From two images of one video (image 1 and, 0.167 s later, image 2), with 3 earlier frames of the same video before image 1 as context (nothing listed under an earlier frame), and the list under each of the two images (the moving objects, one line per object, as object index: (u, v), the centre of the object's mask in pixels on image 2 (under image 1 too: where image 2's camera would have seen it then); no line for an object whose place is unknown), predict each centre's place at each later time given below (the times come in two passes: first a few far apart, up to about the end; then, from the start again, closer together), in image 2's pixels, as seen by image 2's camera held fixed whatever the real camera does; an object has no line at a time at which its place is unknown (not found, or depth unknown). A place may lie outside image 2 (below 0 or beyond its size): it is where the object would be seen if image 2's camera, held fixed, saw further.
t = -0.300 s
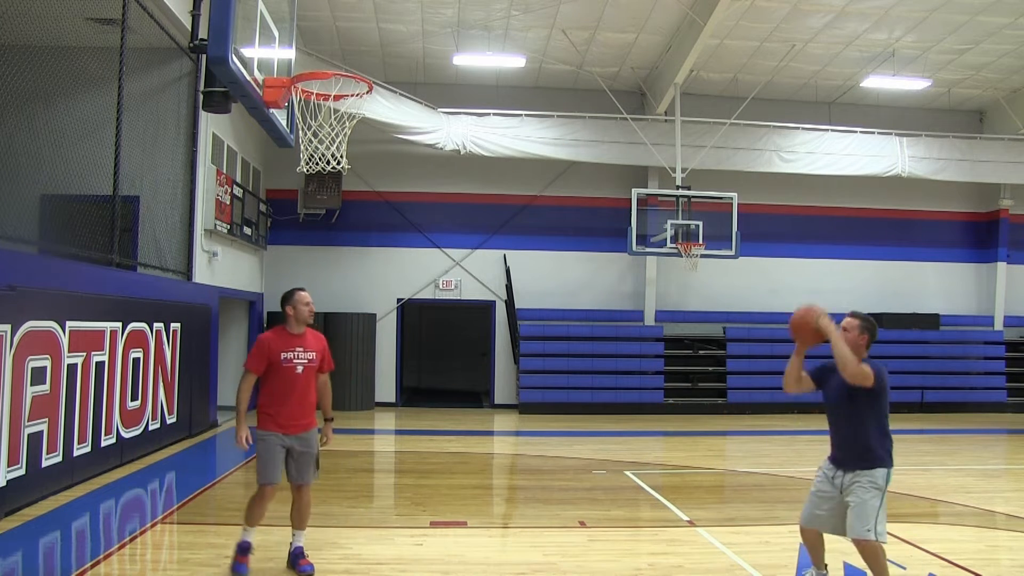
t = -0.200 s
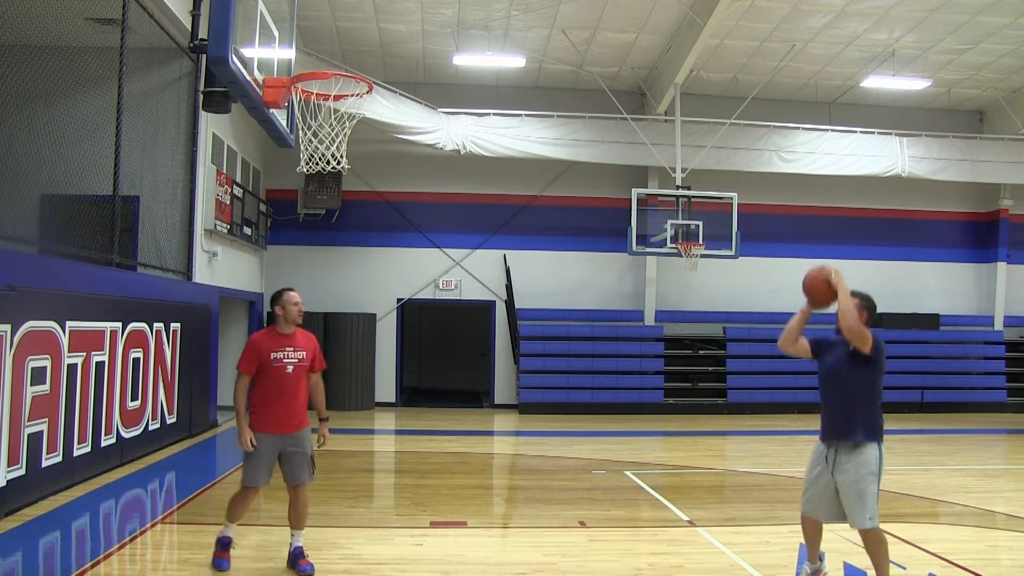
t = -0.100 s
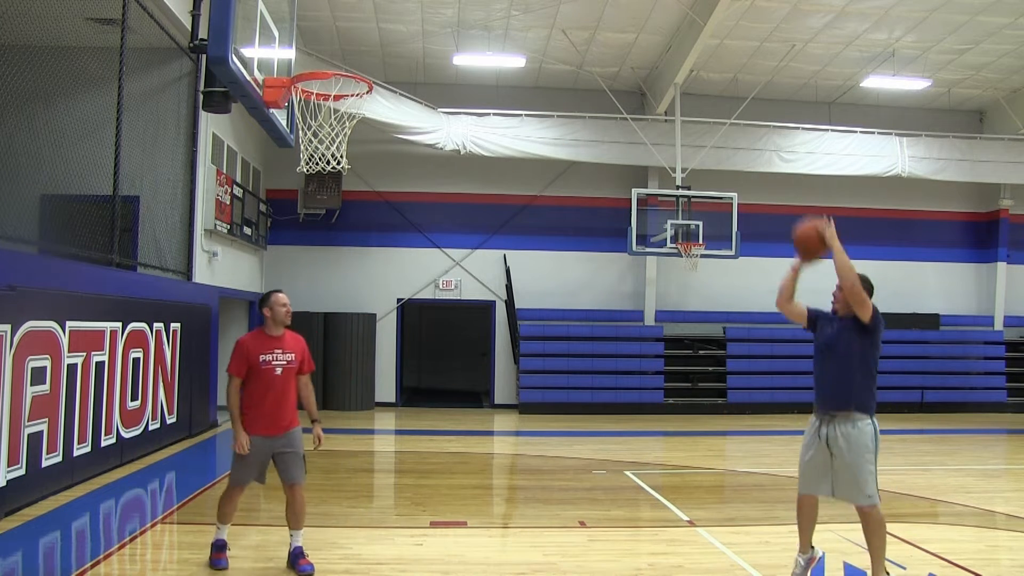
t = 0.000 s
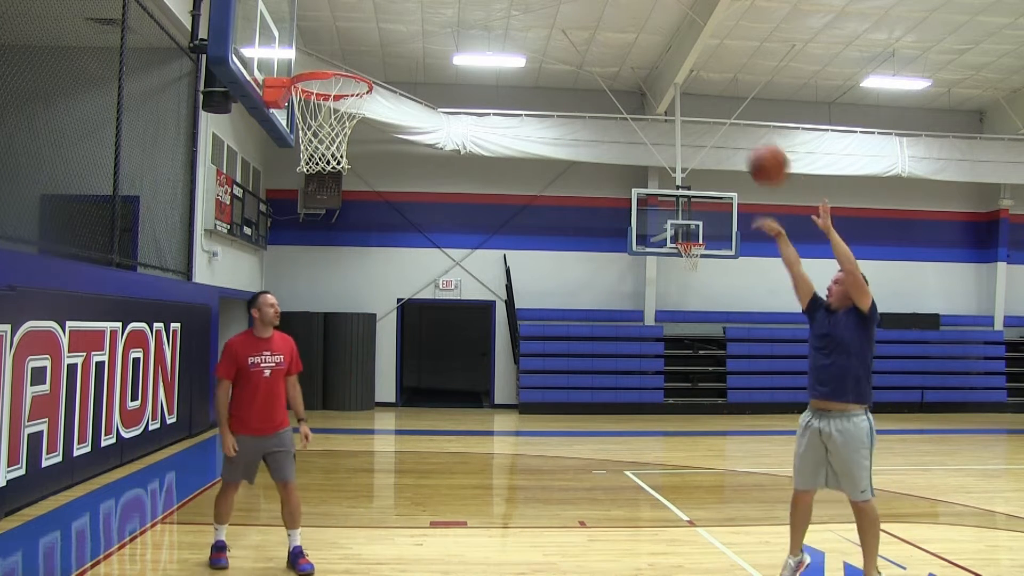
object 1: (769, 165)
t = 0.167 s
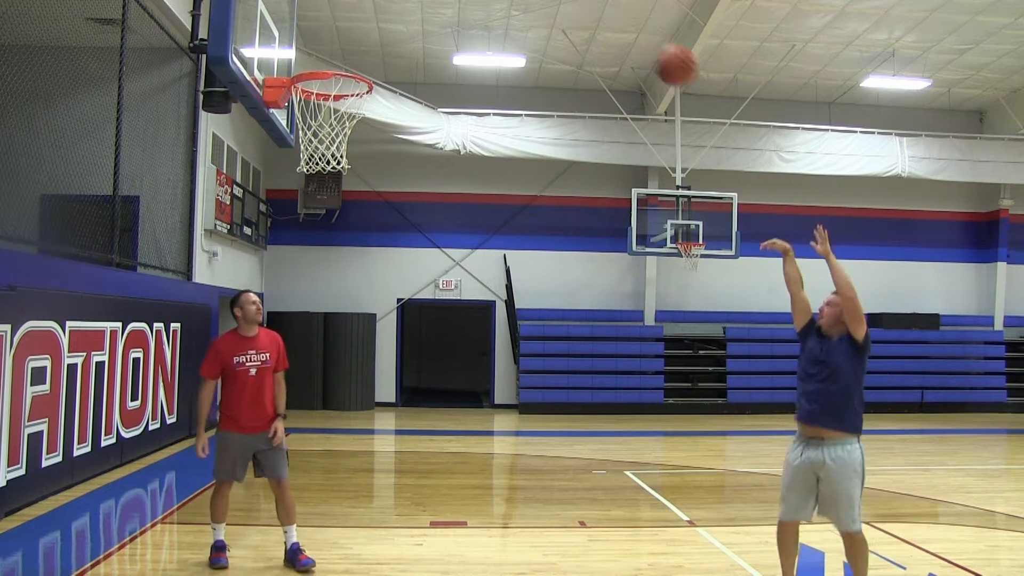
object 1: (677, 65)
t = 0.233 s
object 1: (638, 38)
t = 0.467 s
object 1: (507, 8)
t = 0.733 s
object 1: (356, 56)
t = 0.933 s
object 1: (332, 16)
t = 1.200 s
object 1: (295, 55)
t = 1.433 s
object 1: (256, 198)
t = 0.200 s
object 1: (658, 50)
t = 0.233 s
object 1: (638, 38)
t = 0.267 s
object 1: (620, 26)
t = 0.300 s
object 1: (601, 18)
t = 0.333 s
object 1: (583, 14)
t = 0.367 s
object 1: (563, 11)
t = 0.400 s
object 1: (545, 9)
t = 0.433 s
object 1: (525, 8)
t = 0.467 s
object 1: (507, 8)
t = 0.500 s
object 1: (488, 9)
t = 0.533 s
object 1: (469, 10)
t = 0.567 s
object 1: (450, 13)
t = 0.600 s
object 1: (430, 17)
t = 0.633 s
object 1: (412, 24)
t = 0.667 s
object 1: (392, 35)
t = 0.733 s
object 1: (356, 56)
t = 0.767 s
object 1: (351, 45)
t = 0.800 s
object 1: (348, 36)
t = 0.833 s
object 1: (344, 27)
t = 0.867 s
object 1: (339, 21)
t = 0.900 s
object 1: (335, 18)
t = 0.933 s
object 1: (332, 16)
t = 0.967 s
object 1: (327, 15)
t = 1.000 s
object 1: (323, 16)
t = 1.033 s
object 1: (318, 17)
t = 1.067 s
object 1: (313, 20)
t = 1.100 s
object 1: (309, 25)
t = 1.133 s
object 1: (305, 32)
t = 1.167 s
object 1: (300, 42)
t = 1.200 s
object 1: (295, 55)
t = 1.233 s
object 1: (288, 71)
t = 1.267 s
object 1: (283, 86)
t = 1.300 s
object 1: (277, 100)
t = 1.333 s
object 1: (272, 124)
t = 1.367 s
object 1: (266, 145)
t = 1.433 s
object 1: (256, 198)
